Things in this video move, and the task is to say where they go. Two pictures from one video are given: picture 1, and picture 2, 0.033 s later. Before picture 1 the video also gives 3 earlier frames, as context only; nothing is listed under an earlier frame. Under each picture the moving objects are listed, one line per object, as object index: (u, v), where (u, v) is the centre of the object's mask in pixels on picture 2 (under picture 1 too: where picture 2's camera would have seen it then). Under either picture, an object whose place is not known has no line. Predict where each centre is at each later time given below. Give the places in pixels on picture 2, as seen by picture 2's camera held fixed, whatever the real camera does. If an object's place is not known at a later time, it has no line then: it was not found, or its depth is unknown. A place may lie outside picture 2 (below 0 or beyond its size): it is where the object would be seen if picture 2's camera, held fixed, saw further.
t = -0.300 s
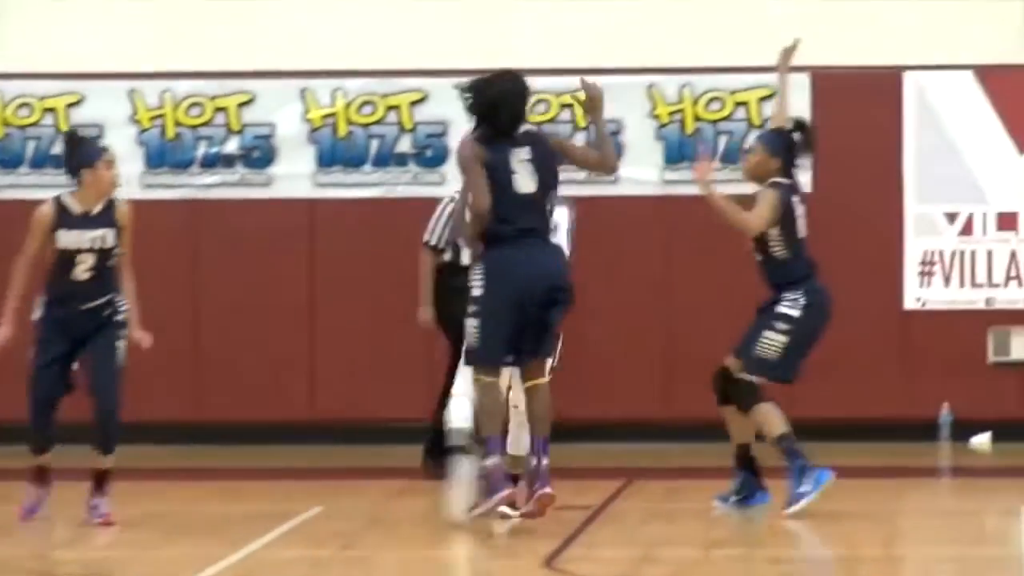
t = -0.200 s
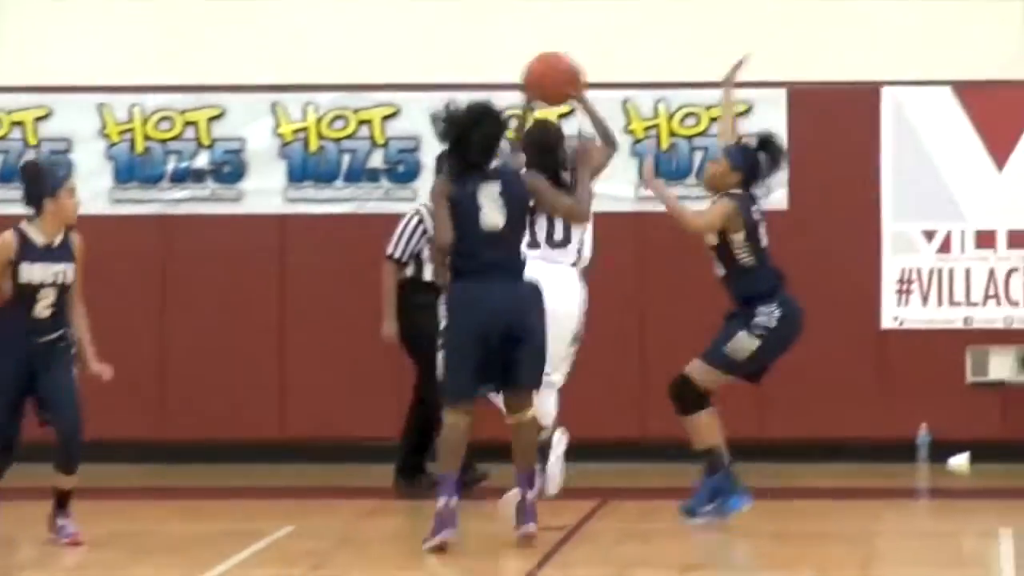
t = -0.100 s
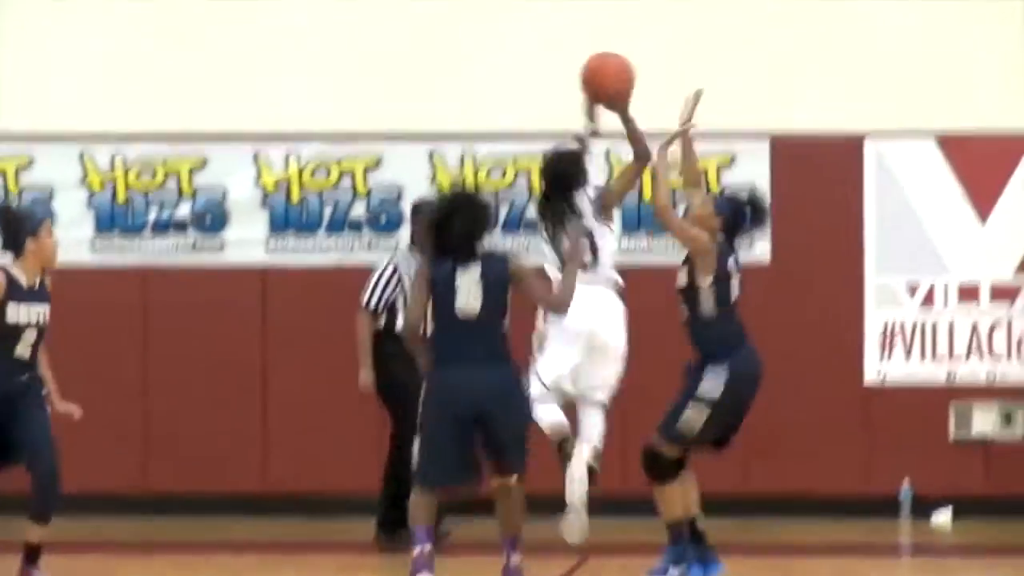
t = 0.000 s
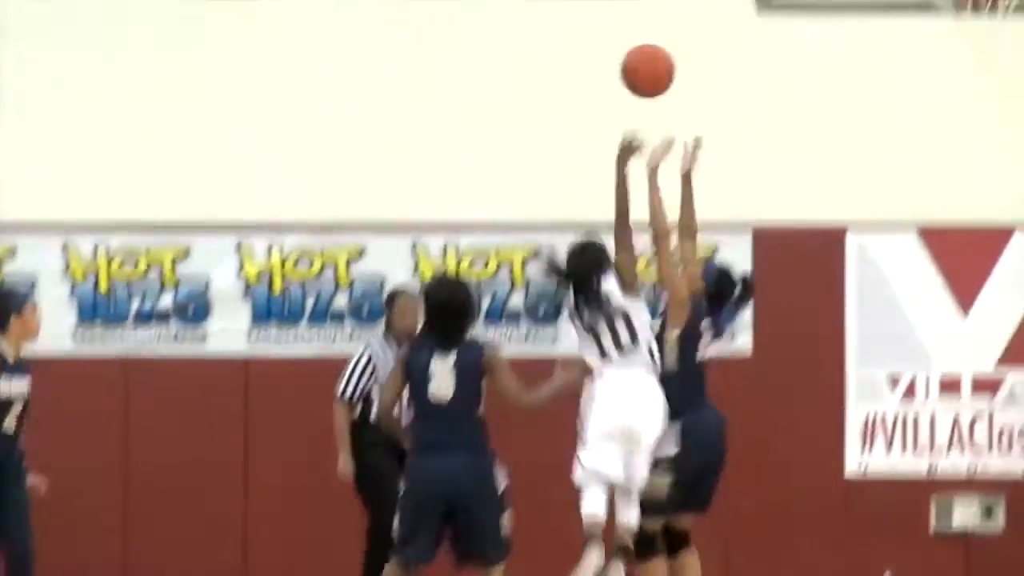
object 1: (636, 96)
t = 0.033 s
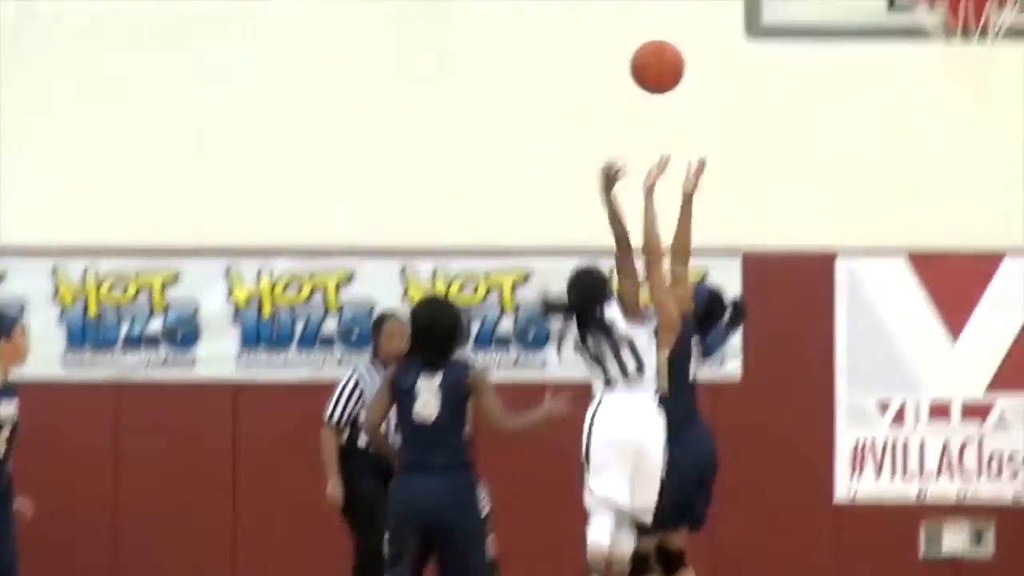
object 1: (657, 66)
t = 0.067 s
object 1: (677, 38)
